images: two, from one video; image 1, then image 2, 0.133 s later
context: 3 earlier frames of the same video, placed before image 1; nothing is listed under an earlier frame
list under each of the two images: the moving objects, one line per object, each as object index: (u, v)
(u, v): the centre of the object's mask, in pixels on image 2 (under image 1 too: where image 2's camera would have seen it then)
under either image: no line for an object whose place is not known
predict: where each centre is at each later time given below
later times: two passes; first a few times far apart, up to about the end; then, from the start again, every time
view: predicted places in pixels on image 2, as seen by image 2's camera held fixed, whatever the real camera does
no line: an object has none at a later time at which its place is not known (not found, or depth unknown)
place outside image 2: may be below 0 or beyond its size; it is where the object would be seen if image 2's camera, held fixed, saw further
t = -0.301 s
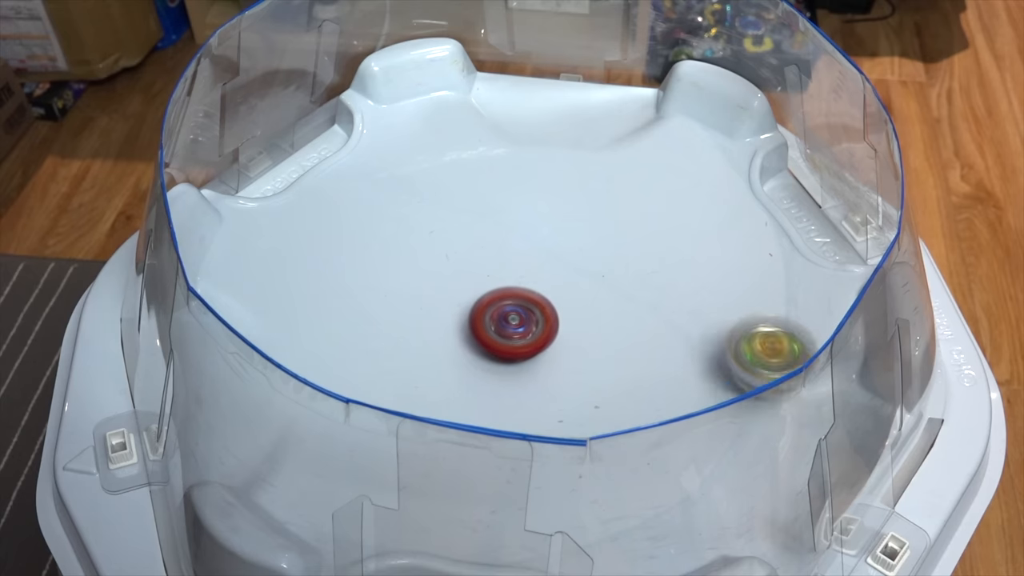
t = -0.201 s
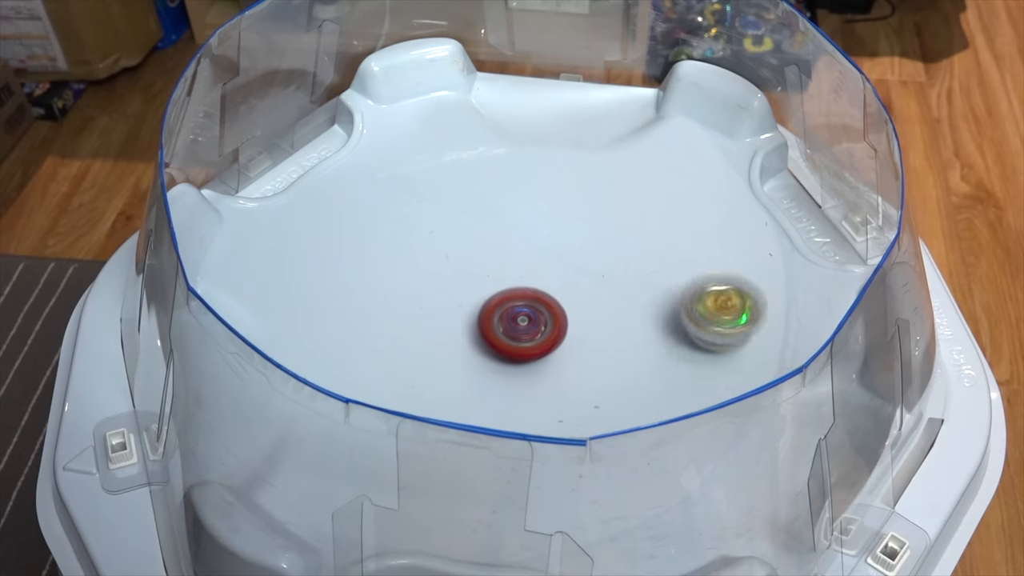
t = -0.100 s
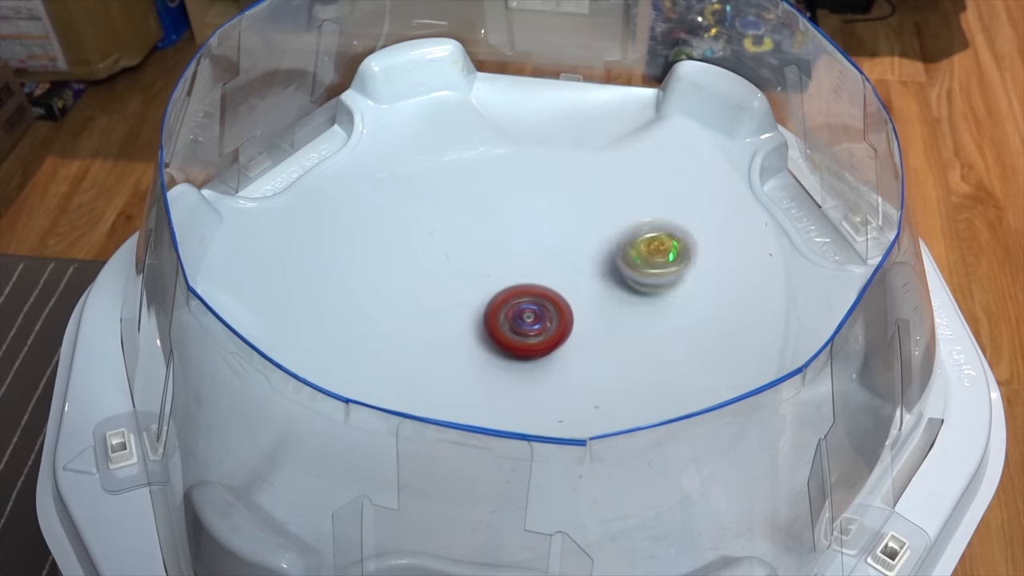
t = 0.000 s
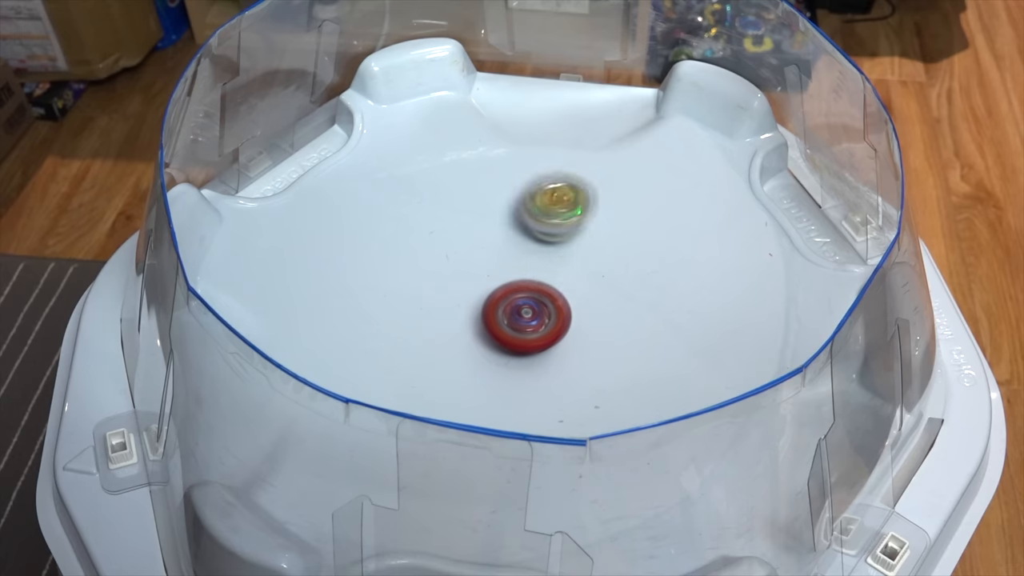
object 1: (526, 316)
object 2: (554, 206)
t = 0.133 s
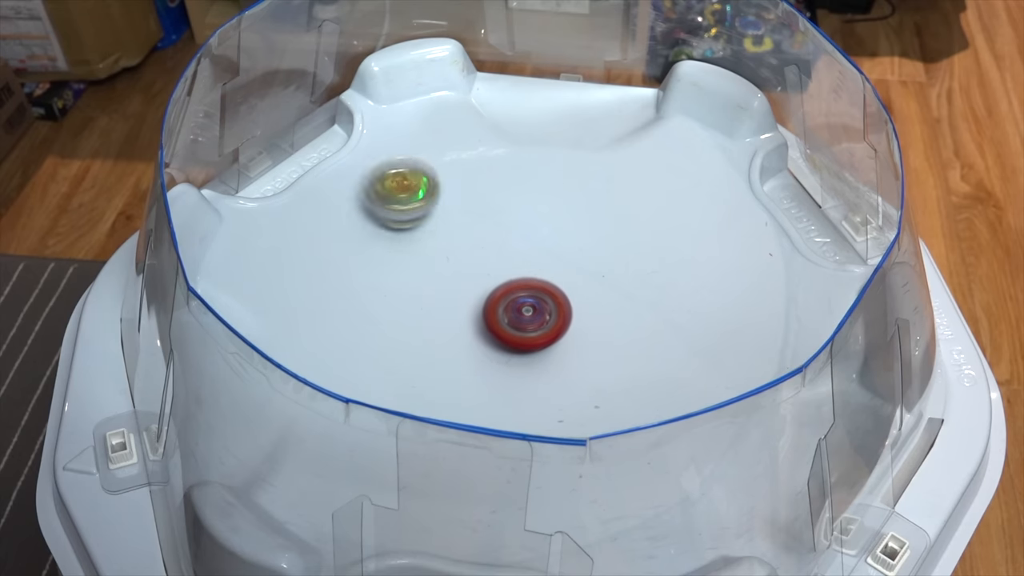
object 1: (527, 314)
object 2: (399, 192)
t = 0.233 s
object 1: (527, 310)
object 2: (301, 229)
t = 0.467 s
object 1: (527, 313)
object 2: (220, 397)
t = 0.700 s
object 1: (528, 317)
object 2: (402, 470)
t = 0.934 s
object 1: (524, 322)
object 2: (720, 409)
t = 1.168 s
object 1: (533, 321)
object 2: (800, 190)
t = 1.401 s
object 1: (536, 321)
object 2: (634, 124)
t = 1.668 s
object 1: (533, 320)
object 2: (340, 180)
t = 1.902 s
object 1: (530, 320)
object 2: (221, 391)
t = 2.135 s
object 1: (528, 319)
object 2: (470, 501)
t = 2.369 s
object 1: (525, 320)
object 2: (814, 463)
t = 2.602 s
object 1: (524, 318)
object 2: (771, 273)
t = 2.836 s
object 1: (524, 318)
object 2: (615, 124)
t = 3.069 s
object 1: (525, 318)
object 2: (506, 82)
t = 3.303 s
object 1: (526, 315)
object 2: (596, 225)
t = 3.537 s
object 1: (438, 339)
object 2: (731, 336)
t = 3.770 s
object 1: (480, 350)
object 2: (807, 383)
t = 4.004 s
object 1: (522, 335)
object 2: (779, 443)
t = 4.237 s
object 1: (530, 314)
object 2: (709, 507)
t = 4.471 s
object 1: (525, 308)
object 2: (633, 442)
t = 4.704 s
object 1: (490, 219)
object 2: (527, 370)
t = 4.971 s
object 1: (448, 223)
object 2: (462, 380)
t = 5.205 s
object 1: (474, 284)
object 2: (468, 352)
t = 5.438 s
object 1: (525, 281)
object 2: (499, 372)
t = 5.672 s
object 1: (558, 274)
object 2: (537, 358)
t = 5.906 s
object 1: (577, 294)
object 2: (531, 354)
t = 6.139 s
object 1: (585, 311)
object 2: (446, 379)
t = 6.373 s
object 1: (564, 340)
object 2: (453, 377)
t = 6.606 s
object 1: (558, 351)
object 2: (444, 300)
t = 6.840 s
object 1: (517, 358)
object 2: (425, 237)
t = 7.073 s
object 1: (485, 352)
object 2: (473, 236)
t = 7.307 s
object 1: (466, 334)
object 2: (592, 268)
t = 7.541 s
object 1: (468, 311)
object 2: (682, 285)
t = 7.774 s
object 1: (489, 292)
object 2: (692, 337)
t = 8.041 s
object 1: (522, 277)
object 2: (589, 399)
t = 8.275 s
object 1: (551, 275)
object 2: (462, 395)
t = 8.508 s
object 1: (573, 287)
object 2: (389, 342)
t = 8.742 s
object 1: (582, 308)
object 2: (405, 265)
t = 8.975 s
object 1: (577, 333)
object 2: (491, 216)
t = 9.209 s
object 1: (555, 353)
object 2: (600, 214)
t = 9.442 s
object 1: (525, 361)
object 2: (690, 265)
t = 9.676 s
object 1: (497, 354)
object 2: (731, 363)
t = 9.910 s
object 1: (481, 335)
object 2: (702, 507)
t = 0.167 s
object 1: (527, 313)
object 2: (366, 199)
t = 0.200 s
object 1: (527, 312)
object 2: (332, 212)
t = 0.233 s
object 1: (527, 310)
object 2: (301, 229)
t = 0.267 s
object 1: (526, 310)
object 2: (277, 249)
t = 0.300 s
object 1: (526, 310)
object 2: (254, 273)
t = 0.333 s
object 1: (526, 310)
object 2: (236, 302)
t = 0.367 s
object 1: (526, 311)
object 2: (217, 332)
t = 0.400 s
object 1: (526, 312)
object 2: (206, 357)
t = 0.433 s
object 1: (526, 312)
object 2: (206, 381)
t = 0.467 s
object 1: (527, 313)
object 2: (220, 397)
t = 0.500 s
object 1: (527, 314)
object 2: (239, 415)
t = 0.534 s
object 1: (528, 314)
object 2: (261, 428)
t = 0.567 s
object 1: (528, 315)
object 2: (281, 431)
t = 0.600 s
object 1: (528, 316)
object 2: (304, 441)
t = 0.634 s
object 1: (528, 316)
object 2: (333, 451)
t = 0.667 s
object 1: (528, 317)
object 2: (365, 459)
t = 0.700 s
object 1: (528, 317)
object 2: (402, 470)
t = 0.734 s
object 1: (527, 317)
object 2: (445, 474)
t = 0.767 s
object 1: (526, 317)
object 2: (488, 478)
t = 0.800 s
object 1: (525, 318)
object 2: (537, 472)
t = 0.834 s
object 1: (524, 319)
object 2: (586, 466)
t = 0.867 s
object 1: (523, 320)
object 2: (635, 453)
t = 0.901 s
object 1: (523, 321)
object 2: (679, 434)
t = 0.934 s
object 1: (524, 322)
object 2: (720, 409)
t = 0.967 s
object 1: (525, 323)
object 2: (756, 378)
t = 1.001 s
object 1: (526, 323)
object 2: (778, 343)
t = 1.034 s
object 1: (528, 323)
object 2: (800, 313)
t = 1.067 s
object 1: (529, 323)
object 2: (812, 282)
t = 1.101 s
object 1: (530, 323)
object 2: (815, 248)
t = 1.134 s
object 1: (532, 322)
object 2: (810, 216)
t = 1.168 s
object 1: (533, 321)
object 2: (800, 190)
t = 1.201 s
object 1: (533, 321)
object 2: (790, 175)
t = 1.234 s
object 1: (534, 321)
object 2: (775, 154)
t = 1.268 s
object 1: (535, 321)
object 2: (751, 134)
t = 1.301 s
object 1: (536, 321)
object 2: (725, 124)
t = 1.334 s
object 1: (537, 321)
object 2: (696, 126)
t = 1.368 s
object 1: (537, 321)
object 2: (667, 127)
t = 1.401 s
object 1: (536, 321)
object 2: (634, 124)
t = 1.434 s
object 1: (536, 321)
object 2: (600, 125)
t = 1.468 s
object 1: (535, 320)
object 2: (566, 123)
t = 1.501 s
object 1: (535, 320)
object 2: (529, 125)
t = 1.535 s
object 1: (534, 320)
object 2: (492, 129)
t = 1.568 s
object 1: (534, 319)
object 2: (453, 136)
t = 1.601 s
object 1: (534, 319)
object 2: (414, 148)
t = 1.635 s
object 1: (534, 319)
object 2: (377, 161)
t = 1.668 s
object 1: (533, 320)
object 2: (340, 180)
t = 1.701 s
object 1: (532, 320)
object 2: (306, 202)
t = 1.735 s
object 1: (531, 320)
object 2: (272, 229)
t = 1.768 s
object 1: (531, 320)
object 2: (245, 258)
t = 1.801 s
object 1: (531, 320)
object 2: (222, 294)
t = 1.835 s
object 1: (531, 320)
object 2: (203, 337)
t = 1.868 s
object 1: (531, 320)
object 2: (201, 369)
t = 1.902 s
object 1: (530, 320)
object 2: (221, 391)
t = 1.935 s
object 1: (530, 320)
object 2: (251, 416)
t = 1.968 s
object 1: (530, 319)
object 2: (279, 430)
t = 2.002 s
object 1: (530, 319)
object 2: (308, 445)
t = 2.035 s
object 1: (529, 319)
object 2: (344, 465)
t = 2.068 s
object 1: (529, 319)
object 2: (383, 481)
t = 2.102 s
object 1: (528, 319)
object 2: (423, 492)
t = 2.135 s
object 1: (528, 319)
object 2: (470, 501)
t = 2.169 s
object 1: (528, 320)
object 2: (520, 507)
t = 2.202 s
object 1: (527, 320)
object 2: (572, 509)
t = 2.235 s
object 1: (527, 320)
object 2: (626, 505)
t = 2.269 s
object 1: (527, 320)
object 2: (678, 494)
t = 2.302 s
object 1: (526, 319)
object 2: (730, 484)
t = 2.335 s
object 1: (525, 320)
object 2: (776, 479)
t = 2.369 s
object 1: (525, 320)
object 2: (814, 463)
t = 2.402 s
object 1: (524, 320)
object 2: (811, 432)
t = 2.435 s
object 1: (524, 319)
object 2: (810, 401)
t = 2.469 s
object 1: (524, 318)
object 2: (810, 369)
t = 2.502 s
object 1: (525, 318)
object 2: (802, 332)
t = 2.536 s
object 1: (525, 318)
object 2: (796, 316)
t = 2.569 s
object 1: (524, 318)
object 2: (785, 295)
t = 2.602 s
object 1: (524, 318)
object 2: (771, 273)
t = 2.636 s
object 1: (524, 317)
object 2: (755, 250)
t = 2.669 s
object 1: (524, 318)
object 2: (737, 227)
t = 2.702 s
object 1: (525, 318)
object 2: (718, 203)
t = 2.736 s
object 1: (525, 318)
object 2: (696, 180)
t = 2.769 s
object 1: (525, 317)
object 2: (673, 158)
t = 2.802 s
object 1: (525, 317)
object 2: (643, 143)
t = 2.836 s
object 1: (524, 318)
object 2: (615, 124)
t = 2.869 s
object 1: (524, 318)
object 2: (586, 112)
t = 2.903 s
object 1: (525, 317)
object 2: (560, 97)
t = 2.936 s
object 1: (525, 317)
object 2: (538, 90)
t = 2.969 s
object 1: (525, 317)
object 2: (517, 83)
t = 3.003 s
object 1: (524, 317)
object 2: (498, 77)
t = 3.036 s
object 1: (525, 317)
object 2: (493, 76)
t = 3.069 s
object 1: (525, 318)
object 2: (506, 82)
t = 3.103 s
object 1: (526, 317)
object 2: (523, 101)
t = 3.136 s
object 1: (526, 317)
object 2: (540, 115)
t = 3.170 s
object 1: (526, 316)
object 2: (554, 132)
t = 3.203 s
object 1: (526, 316)
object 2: (570, 153)
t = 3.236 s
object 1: (527, 316)
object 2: (581, 176)
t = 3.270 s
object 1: (527, 315)
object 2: (590, 200)
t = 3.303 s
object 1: (526, 315)
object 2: (596, 225)
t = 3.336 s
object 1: (526, 315)
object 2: (599, 252)
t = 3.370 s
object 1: (525, 316)
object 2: (600, 278)
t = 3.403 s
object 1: (498, 321)
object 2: (629, 294)
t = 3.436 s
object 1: (472, 328)
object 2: (660, 307)
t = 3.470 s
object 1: (456, 332)
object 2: (685, 318)
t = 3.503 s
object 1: (444, 335)
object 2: (709, 326)
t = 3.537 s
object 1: (438, 339)
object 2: (731, 336)
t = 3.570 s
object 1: (438, 342)
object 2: (747, 343)
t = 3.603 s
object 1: (444, 345)
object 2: (763, 345)
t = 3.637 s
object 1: (450, 347)
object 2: (775, 351)
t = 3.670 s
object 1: (457, 349)
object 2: (785, 354)
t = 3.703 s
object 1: (465, 350)
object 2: (794, 359)
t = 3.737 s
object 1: (474, 351)
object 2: (802, 367)
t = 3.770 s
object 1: (480, 350)
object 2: (807, 383)
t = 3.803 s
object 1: (488, 350)
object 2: (814, 402)
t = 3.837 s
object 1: (495, 348)
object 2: (822, 420)
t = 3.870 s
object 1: (501, 346)
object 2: (832, 436)
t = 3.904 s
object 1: (506, 345)
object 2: (820, 439)
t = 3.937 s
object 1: (512, 341)
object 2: (806, 436)
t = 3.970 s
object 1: (518, 338)
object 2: (791, 441)
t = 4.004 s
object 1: (522, 335)
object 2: (779, 443)
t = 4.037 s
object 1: (527, 331)
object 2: (767, 451)
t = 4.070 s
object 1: (530, 328)
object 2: (750, 459)
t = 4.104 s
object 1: (531, 325)
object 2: (737, 470)
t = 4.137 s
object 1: (532, 322)
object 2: (718, 480)
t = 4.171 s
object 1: (533, 319)
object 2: (712, 489)
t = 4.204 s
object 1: (532, 316)
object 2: (708, 501)
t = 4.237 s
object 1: (530, 314)
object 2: (709, 507)
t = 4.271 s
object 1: (530, 313)
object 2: (712, 513)
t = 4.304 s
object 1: (528, 311)
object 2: (709, 509)
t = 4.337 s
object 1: (527, 310)
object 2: (704, 503)
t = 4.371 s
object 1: (526, 309)
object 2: (689, 496)
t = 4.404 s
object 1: (525, 308)
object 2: (677, 481)
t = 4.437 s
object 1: (525, 308)
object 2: (658, 465)
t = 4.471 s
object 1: (525, 308)
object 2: (633, 442)
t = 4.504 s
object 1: (525, 307)
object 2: (616, 418)
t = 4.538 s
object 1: (525, 307)
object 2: (592, 395)
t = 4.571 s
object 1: (526, 307)
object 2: (571, 369)
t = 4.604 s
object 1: (518, 285)
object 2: (556, 359)
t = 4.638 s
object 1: (507, 259)
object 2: (547, 365)
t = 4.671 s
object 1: (498, 236)
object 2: (540, 369)
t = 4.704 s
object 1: (490, 219)
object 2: (527, 370)
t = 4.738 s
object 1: (483, 208)
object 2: (518, 371)
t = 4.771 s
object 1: (478, 202)
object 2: (506, 373)
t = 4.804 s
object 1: (472, 200)
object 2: (497, 375)
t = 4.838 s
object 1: (467, 202)
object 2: (489, 376)
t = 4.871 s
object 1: (460, 205)
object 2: (480, 378)
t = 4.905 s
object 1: (455, 211)
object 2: (473, 379)
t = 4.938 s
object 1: (450, 216)
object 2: (467, 379)
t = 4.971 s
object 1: (448, 223)
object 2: (462, 380)
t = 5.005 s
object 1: (448, 232)
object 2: (457, 380)
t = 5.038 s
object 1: (449, 241)
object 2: (456, 377)
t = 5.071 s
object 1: (453, 250)
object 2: (456, 374)
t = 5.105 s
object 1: (456, 260)
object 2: (458, 371)
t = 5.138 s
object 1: (462, 270)
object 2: (461, 366)
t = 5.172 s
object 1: (467, 277)
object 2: (464, 360)
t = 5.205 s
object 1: (474, 284)
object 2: (468, 352)
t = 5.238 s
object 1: (484, 281)
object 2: (466, 355)
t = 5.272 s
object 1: (494, 277)
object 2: (467, 361)
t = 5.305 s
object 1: (503, 275)
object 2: (468, 365)
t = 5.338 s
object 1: (510, 276)
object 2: (472, 369)
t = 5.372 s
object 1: (515, 277)
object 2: (479, 373)
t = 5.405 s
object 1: (520, 278)
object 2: (487, 374)
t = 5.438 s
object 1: (525, 281)
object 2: (499, 372)
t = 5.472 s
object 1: (530, 282)
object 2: (511, 368)
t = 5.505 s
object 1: (535, 285)
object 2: (523, 361)
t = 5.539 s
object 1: (540, 284)
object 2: (533, 352)
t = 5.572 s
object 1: (546, 279)
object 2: (537, 349)
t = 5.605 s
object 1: (552, 275)
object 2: (538, 354)
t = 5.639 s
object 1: (556, 273)
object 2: (538, 356)
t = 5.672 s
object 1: (558, 274)
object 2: (537, 358)
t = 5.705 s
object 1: (561, 276)
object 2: (536, 360)
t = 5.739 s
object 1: (563, 279)
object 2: (536, 362)
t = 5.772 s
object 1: (567, 282)
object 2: (537, 363)
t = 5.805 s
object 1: (569, 285)
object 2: (535, 361)
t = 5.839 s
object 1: (571, 288)
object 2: (536, 360)
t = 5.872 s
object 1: (574, 291)
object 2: (534, 358)
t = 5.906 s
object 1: (577, 294)
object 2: (531, 354)
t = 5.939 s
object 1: (583, 294)
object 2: (517, 357)
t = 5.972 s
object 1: (588, 294)
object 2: (503, 361)
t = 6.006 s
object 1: (590, 295)
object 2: (488, 364)
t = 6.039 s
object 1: (589, 298)
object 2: (475, 368)
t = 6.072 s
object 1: (589, 302)
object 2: (463, 372)
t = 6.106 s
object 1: (586, 307)
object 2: (454, 375)
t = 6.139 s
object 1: (585, 311)
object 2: (446, 379)
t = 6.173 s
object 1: (583, 315)
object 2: (440, 381)
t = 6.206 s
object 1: (580, 319)
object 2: (437, 382)
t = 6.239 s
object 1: (578, 323)
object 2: (436, 383)
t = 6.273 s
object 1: (574, 328)
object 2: (437, 383)
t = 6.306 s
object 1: (572, 332)
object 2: (441, 384)
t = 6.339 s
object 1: (568, 336)
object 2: (446, 381)
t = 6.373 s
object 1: (564, 340)
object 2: (453, 377)
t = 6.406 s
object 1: (561, 344)
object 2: (462, 371)
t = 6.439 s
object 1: (559, 347)
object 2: (469, 362)
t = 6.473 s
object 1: (566, 347)
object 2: (466, 351)
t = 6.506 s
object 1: (569, 348)
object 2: (463, 339)
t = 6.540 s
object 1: (567, 349)
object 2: (457, 326)
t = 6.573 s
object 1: (563, 350)
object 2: (450, 312)
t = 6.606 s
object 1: (558, 351)
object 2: (444, 300)
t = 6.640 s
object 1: (552, 353)
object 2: (439, 288)
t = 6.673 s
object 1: (546, 354)
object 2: (437, 277)
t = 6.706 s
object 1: (540, 356)
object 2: (432, 267)
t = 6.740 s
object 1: (534, 357)
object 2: (429, 256)
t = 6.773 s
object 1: (529, 358)
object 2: (425, 248)
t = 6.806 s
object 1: (522, 358)
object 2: (424, 242)
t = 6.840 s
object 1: (517, 358)
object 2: (425, 237)
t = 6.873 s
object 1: (512, 358)
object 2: (427, 232)
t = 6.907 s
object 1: (506, 358)
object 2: (429, 229)
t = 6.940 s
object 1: (501, 357)
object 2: (434, 226)
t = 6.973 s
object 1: (497, 356)
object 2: (440, 227)
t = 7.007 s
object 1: (493, 355)
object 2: (448, 229)
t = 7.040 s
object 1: (488, 353)
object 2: (460, 232)
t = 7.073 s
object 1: (485, 352)
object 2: (473, 236)
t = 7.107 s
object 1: (481, 349)
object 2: (486, 240)
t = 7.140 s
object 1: (477, 347)
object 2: (500, 246)
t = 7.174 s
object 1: (475, 345)
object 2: (517, 252)
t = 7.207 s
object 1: (472, 342)
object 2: (537, 258)
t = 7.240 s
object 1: (470, 340)
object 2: (556, 262)
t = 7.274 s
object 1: (468, 337)
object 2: (574, 265)
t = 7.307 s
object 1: (466, 334)
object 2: (592, 268)
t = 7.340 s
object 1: (465, 331)
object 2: (611, 271)
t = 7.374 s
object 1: (465, 328)
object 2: (627, 274)
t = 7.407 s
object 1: (465, 325)
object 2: (642, 276)
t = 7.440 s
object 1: (465, 321)
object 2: (654, 277)
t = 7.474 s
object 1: (465, 318)
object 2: (665, 278)
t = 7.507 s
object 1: (467, 315)
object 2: (673, 281)
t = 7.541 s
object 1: (468, 311)
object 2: (682, 285)
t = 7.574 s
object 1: (470, 308)
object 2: (689, 290)
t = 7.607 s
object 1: (473, 306)
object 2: (695, 294)
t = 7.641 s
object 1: (475, 302)
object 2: (697, 300)
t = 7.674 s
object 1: (479, 300)
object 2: (699, 309)
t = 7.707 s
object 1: (483, 297)
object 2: (699, 318)
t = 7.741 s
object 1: (486, 294)
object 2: (698, 327)
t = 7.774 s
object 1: (489, 292)
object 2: (692, 337)
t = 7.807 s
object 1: (494, 289)
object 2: (685, 347)
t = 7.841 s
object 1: (497, 287)
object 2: (676, 358)
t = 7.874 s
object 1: (501, 285)
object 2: (667, 367)
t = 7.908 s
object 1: (505, 283)
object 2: (655, 376)
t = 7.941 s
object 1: (510, 281)
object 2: (639, 383)
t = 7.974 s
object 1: (513, 280)
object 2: (622, 391)
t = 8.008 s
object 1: (518, 278)
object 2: (606, 395)
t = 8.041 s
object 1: (522, 277)
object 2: (589, 399)
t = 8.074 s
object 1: (527, 276)
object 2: (571, 402)
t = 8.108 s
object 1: (530, 275)
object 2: (552, 404)
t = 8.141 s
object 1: (535, 274)
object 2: (532, 405)
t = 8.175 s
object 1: (539, 273)
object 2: (517, 404)
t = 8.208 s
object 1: (544, 274)
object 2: (500, 401)
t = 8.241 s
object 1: (548, 274)
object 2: (480, 397)
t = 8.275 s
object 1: (551, 275)
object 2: (462, 395)
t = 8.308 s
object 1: (556, 275)
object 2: (449, 390)
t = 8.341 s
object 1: (559, 277)
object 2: (436, 386)
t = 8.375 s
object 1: (562, 278)
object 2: (422, 378)
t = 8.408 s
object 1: (565, 280)
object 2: (410, 372)
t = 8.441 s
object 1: (568, 282)
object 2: (402, 363)
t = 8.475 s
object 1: (571, 284)
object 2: (396, 353)
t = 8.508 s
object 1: (573, 287)
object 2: (389, 342)
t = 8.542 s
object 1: (575, 289)
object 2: (385, 331)
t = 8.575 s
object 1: (578, 292)
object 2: (385, 320)
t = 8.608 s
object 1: (579, 295)
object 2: (386, 308)
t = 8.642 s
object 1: (580, 298)
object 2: (385, 297)
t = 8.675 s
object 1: (581, 301)
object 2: (390, 287)
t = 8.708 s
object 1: (582, 304)
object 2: (397, 276)
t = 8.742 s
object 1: (582, 308)
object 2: (405, 265)
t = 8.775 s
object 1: (582, 312)
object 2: (412, 256)
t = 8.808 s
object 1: (581, 316)
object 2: (423, 248)
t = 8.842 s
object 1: (582, 319)
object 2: (435, 240)
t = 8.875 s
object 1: (580, 323)
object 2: (447, 231)
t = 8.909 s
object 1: (580, 326)
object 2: (459, 226)
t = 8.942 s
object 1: (578, 330)
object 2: (476, 221)
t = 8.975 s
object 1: (577, 333)
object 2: (491, 216)
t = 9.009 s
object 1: (574, 337)
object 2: (507, 212)
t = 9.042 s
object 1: (572, 340)
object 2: (523, 211)
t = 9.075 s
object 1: (569, 343)
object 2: (540, 209)
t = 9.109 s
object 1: (566, 345)
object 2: (553, 208)
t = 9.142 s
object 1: (562, 348)
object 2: (570, 209)
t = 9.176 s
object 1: (559, 350)
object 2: (586, 212)
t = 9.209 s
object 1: (555, 353)
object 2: (600, 214)
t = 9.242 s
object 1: (551, 355)
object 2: (616, 219)
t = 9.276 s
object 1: (547, 356)
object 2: (629, 225)
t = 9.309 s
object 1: (543, 358)
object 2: (644, 230)
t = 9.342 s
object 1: (539, 359)
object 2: (655, 236)
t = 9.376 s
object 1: (534, 360)
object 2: (668, 245)
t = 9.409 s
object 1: (530, 360)
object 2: (679, 256)
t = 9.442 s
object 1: (525, 361)
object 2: (690, 265)
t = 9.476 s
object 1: (521, 360)
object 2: (701, 277)
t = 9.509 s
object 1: (517, 360)
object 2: (710, 290)
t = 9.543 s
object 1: (513, 359)
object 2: (719, 304)
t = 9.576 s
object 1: (508, 358)
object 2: (725, 318)
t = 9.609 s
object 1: (504, 357)
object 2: (729, 334)
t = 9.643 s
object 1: (501, 355)
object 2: (733, 352)
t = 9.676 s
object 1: (497, 354)
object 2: (731, 363)
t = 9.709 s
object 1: (494, 351)
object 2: (732, 384)
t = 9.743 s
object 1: (491, 349)
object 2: (729, 404)
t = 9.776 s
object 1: (488, 347)
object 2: (726, 423)
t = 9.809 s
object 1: (486, 344)
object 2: (715, 446)
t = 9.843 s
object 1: (484, 341)
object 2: (704, 472)
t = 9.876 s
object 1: (483, 338)
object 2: (702, 491)
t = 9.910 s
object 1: (481, 335)
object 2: (702, 507)
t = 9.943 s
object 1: (479, 332)
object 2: (694, 519)
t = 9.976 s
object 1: (478, 329)
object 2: (687, 524)
